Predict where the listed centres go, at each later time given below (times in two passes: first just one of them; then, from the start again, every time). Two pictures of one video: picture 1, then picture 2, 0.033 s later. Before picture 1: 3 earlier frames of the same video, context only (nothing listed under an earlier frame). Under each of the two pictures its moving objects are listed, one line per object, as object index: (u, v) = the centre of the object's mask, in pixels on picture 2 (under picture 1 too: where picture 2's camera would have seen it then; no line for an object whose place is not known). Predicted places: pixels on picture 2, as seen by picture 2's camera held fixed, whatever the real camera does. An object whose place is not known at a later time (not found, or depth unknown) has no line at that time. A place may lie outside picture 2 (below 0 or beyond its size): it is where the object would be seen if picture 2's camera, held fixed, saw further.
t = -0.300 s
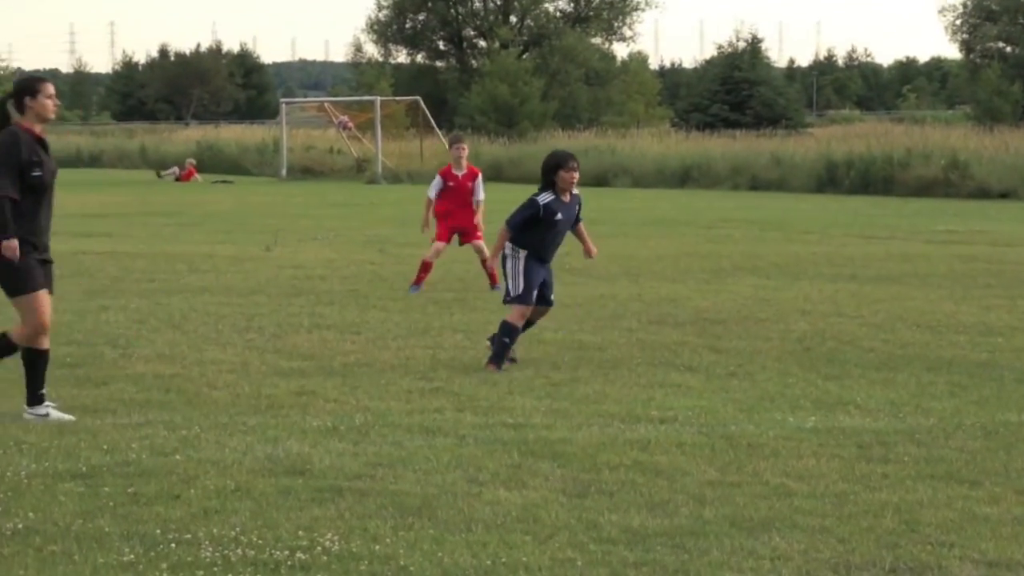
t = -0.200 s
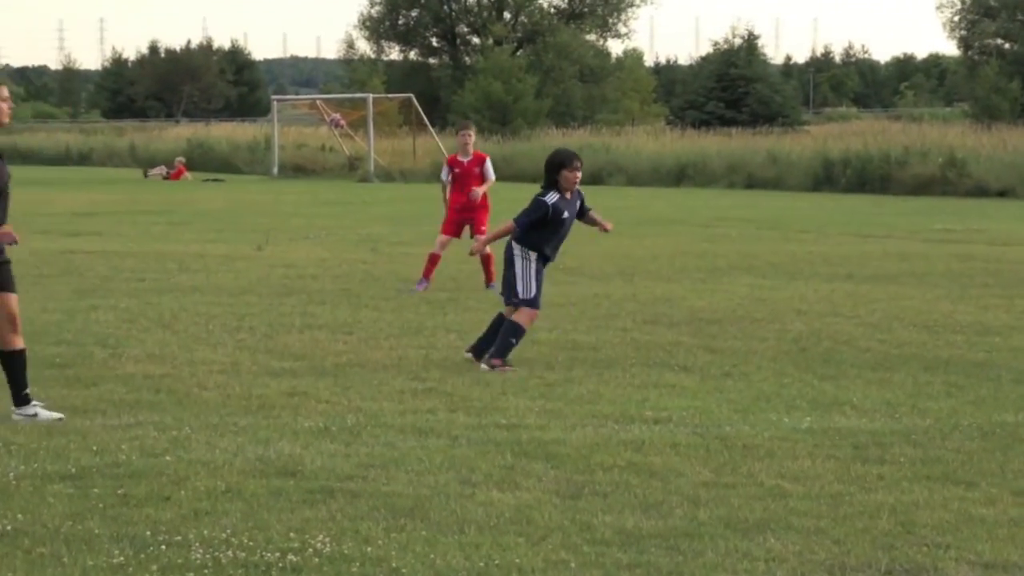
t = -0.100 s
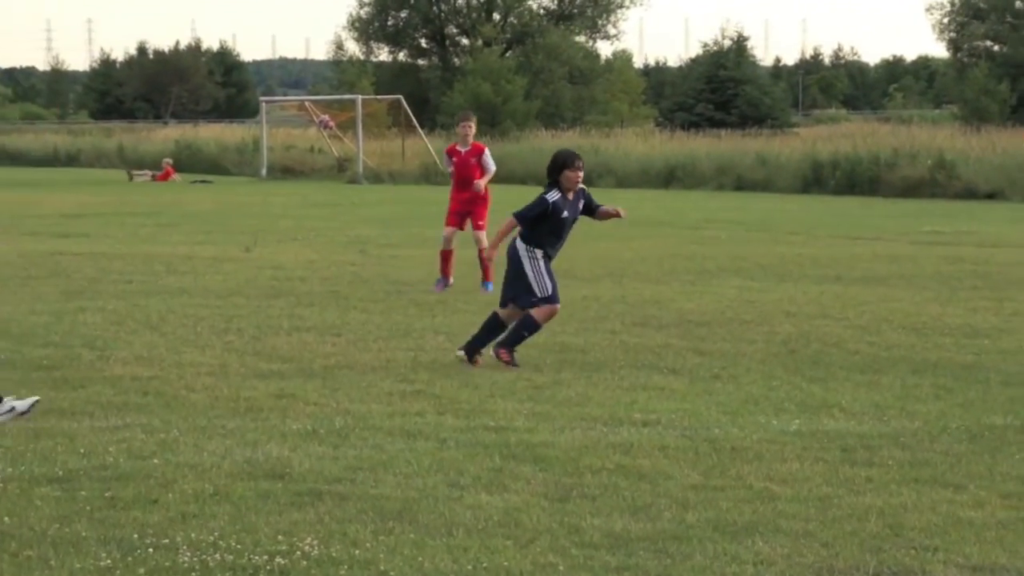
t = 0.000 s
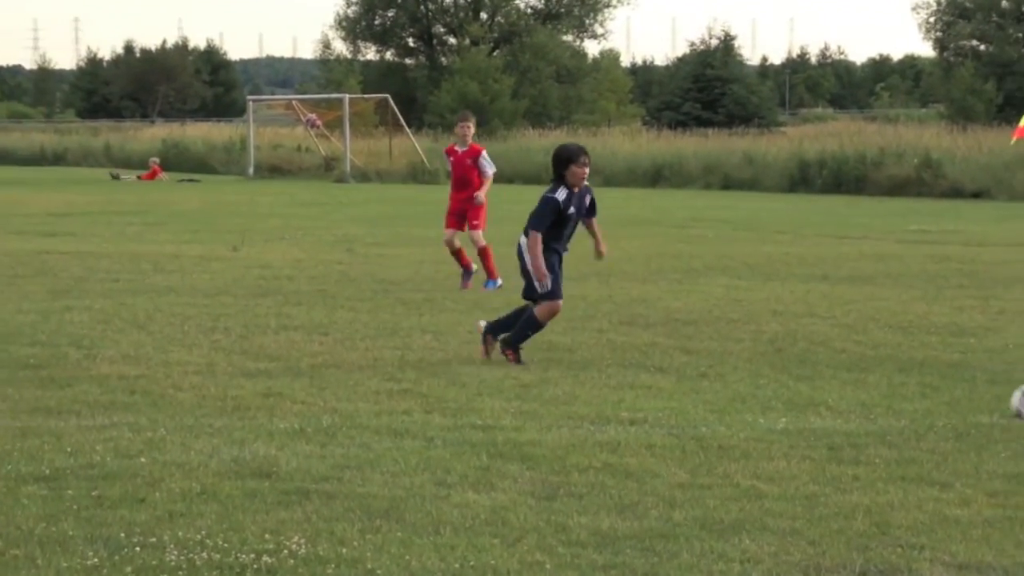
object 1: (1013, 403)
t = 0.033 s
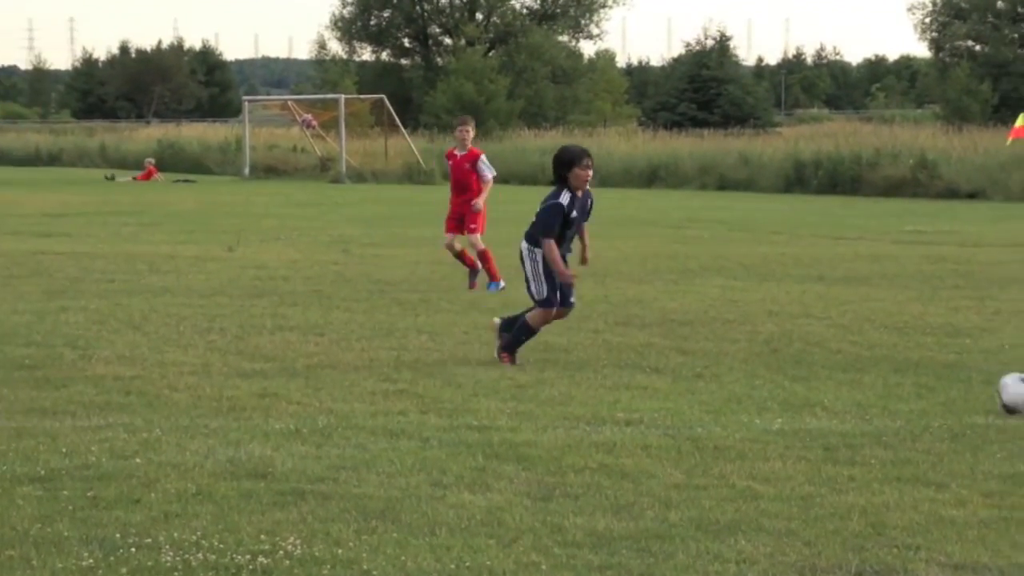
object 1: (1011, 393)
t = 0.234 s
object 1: (951, 376)
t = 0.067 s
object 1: (1005, 384)
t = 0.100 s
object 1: (994, 379)
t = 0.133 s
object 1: (983, 374)
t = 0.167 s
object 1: (971, 372)
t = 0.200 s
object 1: (961, 374)
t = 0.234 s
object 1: (951, 376)
